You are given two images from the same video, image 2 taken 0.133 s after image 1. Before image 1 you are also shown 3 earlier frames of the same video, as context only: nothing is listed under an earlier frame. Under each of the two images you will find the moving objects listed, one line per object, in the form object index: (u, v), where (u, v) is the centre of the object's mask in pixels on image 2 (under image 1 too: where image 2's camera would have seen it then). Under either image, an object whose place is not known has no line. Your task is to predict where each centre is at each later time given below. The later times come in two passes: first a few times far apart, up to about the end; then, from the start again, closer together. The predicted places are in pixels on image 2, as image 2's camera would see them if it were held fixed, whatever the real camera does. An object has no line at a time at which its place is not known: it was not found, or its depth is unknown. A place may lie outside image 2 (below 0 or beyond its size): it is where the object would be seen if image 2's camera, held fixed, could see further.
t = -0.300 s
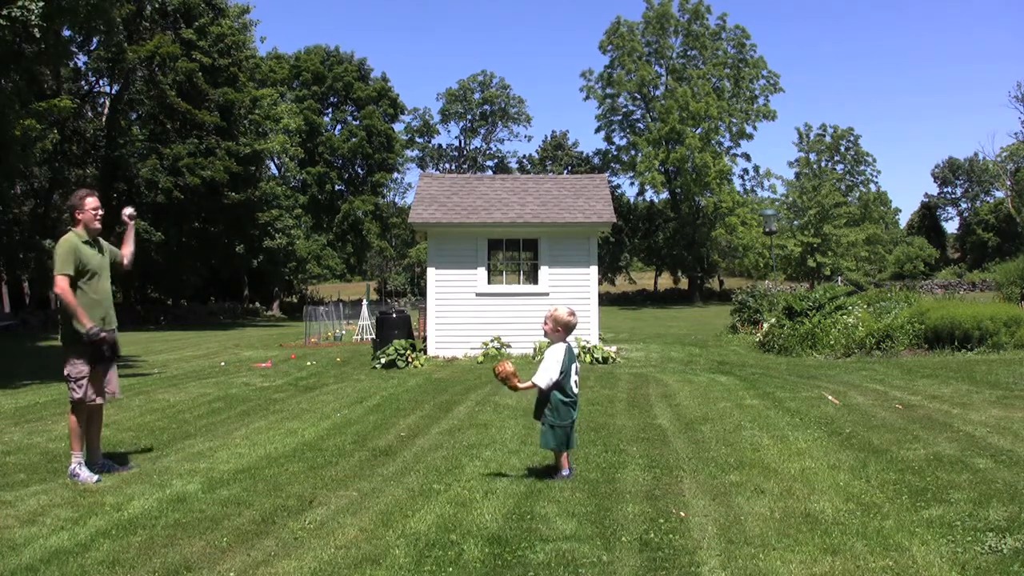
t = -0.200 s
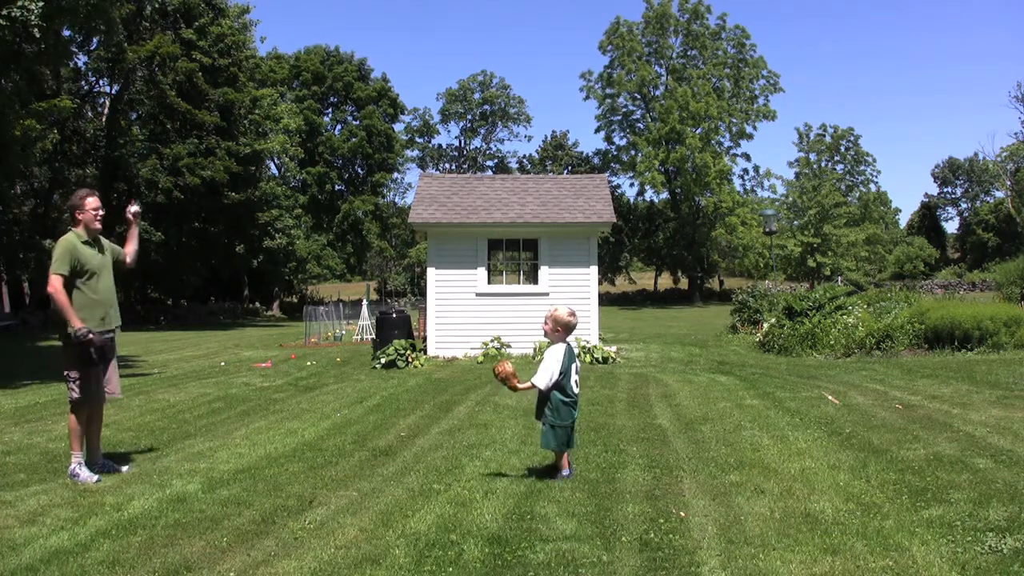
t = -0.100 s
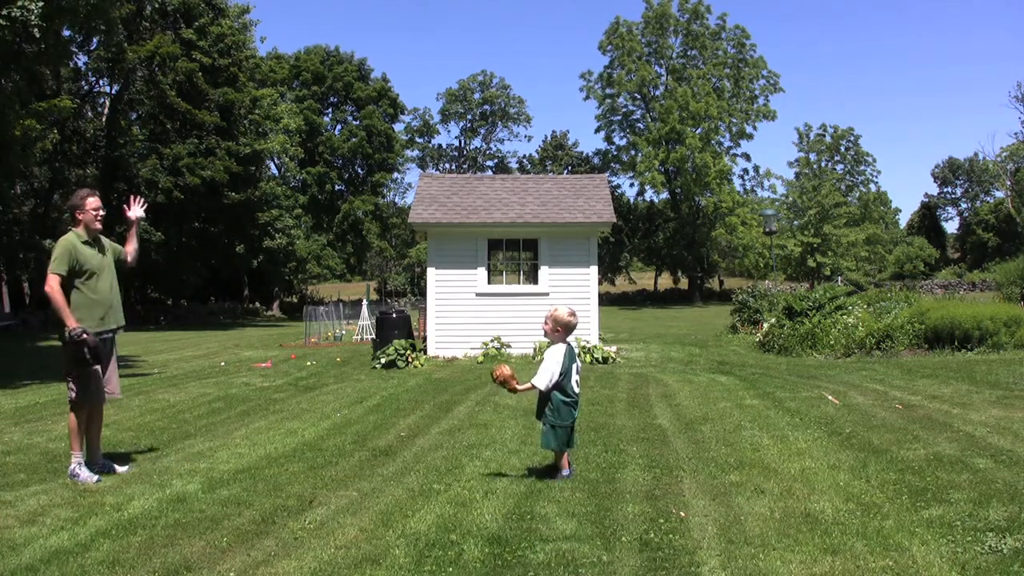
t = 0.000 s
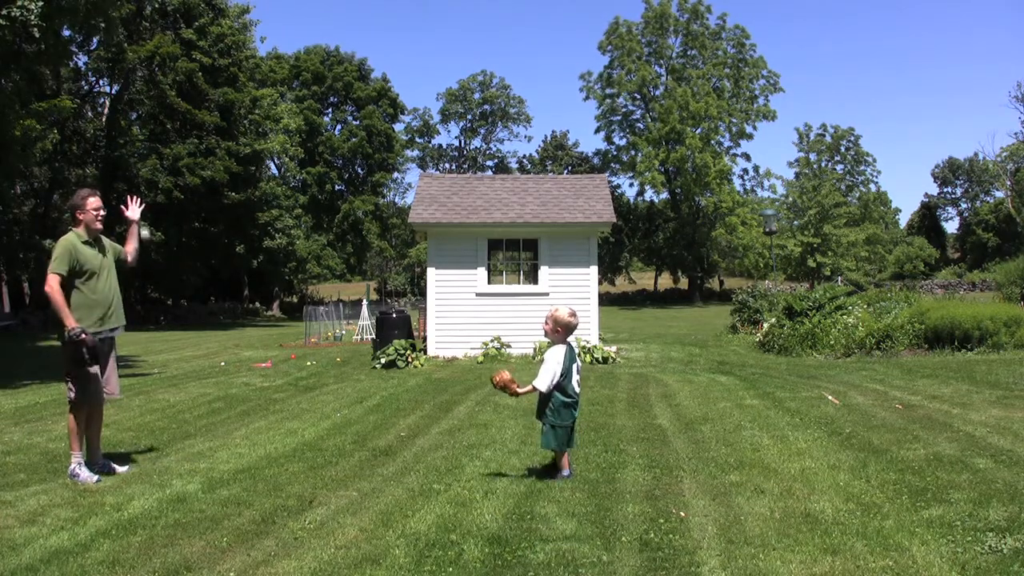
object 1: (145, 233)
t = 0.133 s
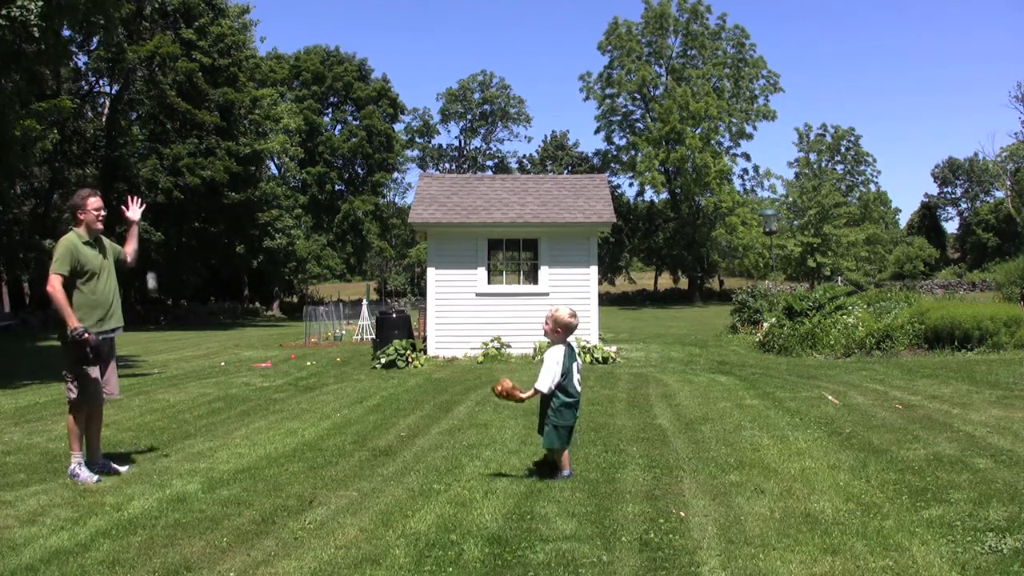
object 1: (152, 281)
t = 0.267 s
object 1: (159, 356)
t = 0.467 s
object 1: (167, 457)
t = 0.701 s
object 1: (152, 432)
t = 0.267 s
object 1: (159, 356)
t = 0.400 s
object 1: (170, 458)
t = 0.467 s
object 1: (167, 457)
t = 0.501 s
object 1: (165, 449)
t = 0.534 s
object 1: (164, 442)
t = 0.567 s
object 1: (161, 436)
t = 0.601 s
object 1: (159, 434)
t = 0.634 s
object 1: (157, 431)
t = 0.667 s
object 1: (154, 431)
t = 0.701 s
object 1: (152, 432)
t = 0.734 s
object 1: (149, 435)
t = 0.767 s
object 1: (147, 440)
